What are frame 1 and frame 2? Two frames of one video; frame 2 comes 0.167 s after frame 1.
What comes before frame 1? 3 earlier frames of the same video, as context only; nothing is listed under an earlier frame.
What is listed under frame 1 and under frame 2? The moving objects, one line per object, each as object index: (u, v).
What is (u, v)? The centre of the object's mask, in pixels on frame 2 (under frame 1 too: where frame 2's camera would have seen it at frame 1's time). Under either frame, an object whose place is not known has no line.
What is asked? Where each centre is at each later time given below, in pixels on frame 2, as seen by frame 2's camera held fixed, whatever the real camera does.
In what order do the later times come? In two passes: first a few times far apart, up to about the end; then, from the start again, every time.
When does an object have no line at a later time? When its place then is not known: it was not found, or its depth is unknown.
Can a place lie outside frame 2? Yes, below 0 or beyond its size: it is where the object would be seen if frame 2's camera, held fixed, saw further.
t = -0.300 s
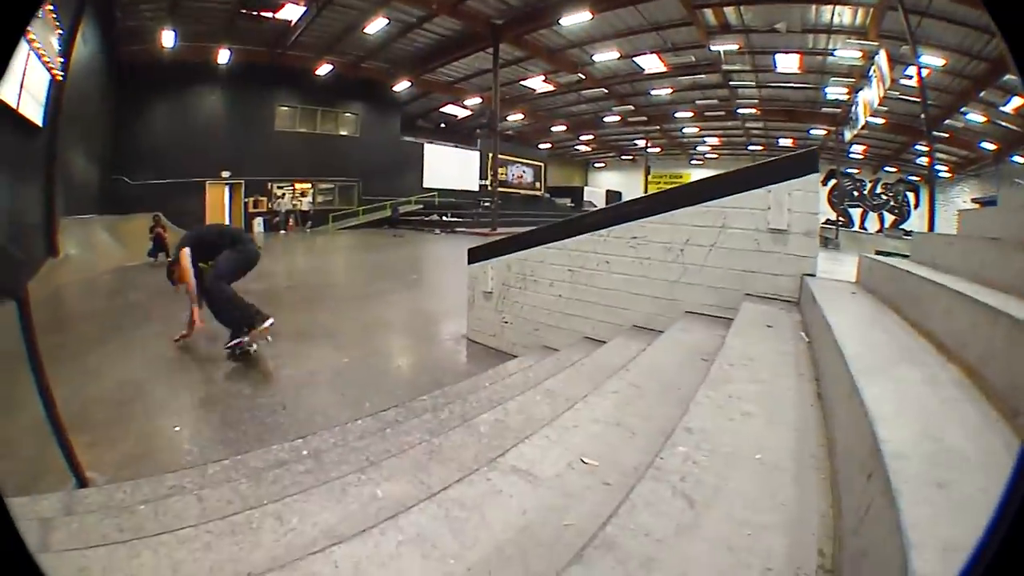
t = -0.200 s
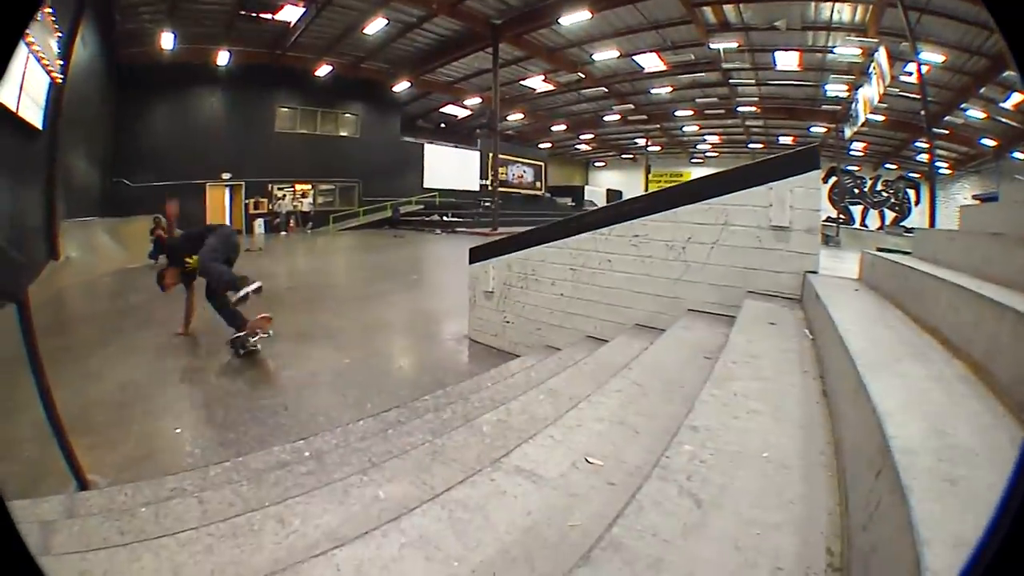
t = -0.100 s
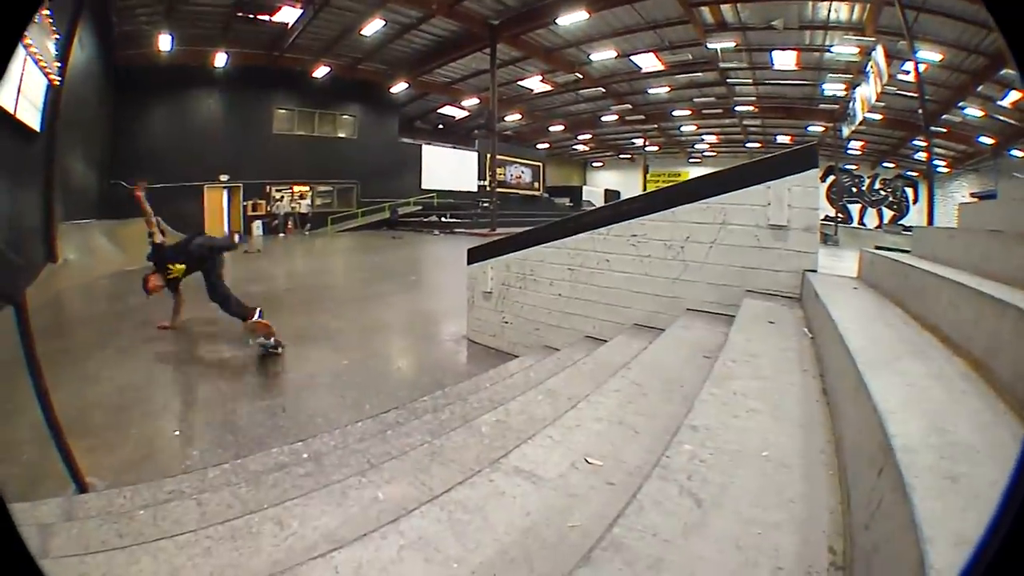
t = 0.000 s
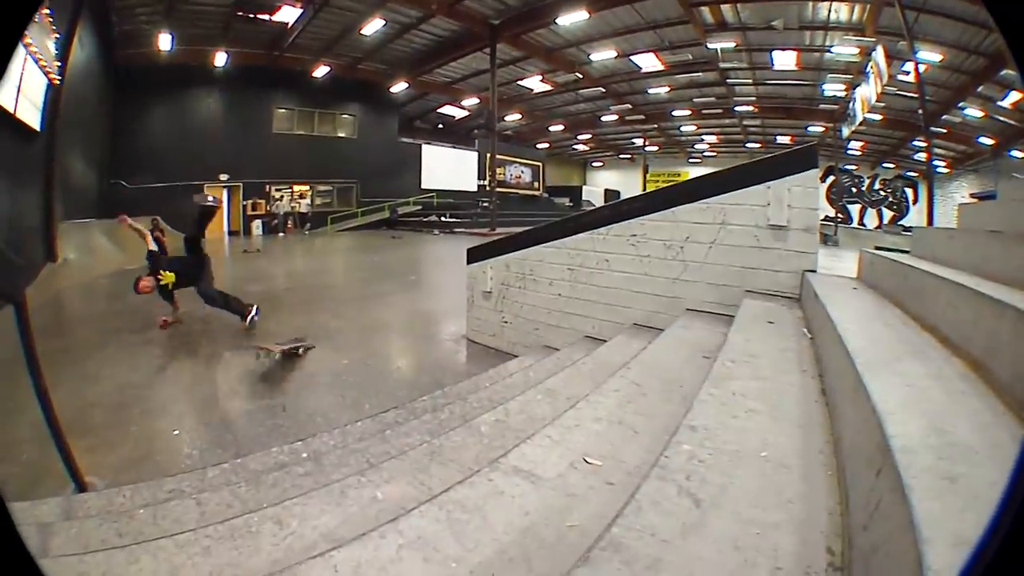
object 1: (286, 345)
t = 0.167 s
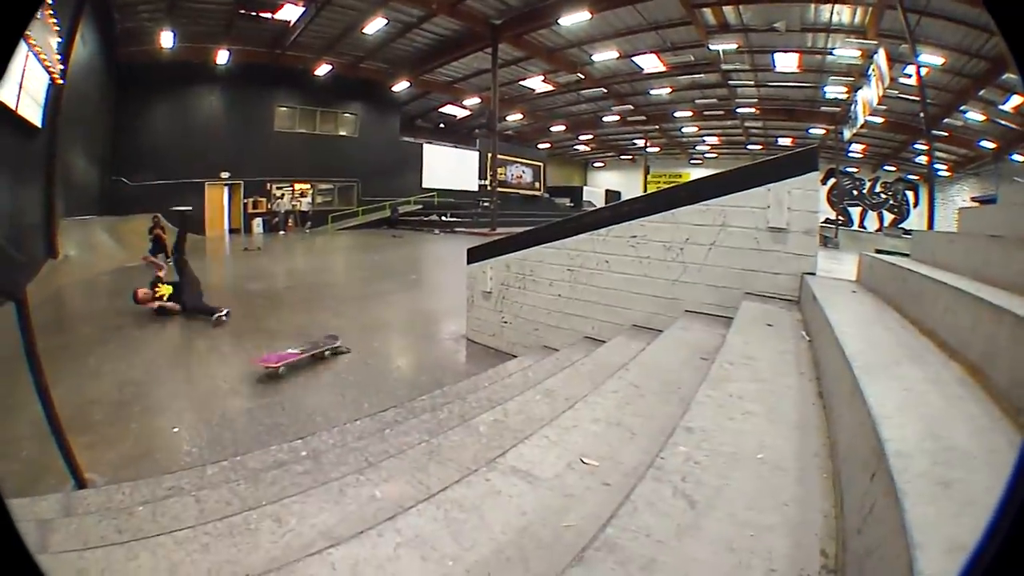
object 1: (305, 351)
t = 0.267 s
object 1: (313, 353)
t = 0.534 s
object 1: (327, 353)
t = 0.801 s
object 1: (342, 350)
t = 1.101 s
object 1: (353, 349)
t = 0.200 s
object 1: (306, 352)
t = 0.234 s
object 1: (309, 353)
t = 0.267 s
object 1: (313, 353)
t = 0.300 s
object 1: (314, 353)
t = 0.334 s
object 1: (315, 353)
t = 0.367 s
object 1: (318, 353)
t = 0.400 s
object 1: (321, 353)
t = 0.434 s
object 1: (322, 353)
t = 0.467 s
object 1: (325, 353)
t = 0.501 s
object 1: (326, 353)
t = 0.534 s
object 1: (327, 353)
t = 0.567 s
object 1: (329, 353)
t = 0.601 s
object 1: (331, 353)
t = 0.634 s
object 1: (333, 353)
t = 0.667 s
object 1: (334, 352)
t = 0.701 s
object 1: (336, 352)
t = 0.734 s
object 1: (338, 351)
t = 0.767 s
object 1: (339, 351)
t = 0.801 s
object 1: (342, 350)
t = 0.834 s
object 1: (343, 350)
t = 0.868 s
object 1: (343, 350)
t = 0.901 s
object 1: (345, 350)
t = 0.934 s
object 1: (346, 350)
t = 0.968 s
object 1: (348, 350)
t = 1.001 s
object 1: (349, 349)
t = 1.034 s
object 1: (350, 349)
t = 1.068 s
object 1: (351, 349)
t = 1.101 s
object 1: (353, 349)
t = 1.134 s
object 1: (354, 349)
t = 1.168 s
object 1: (354, 349)
